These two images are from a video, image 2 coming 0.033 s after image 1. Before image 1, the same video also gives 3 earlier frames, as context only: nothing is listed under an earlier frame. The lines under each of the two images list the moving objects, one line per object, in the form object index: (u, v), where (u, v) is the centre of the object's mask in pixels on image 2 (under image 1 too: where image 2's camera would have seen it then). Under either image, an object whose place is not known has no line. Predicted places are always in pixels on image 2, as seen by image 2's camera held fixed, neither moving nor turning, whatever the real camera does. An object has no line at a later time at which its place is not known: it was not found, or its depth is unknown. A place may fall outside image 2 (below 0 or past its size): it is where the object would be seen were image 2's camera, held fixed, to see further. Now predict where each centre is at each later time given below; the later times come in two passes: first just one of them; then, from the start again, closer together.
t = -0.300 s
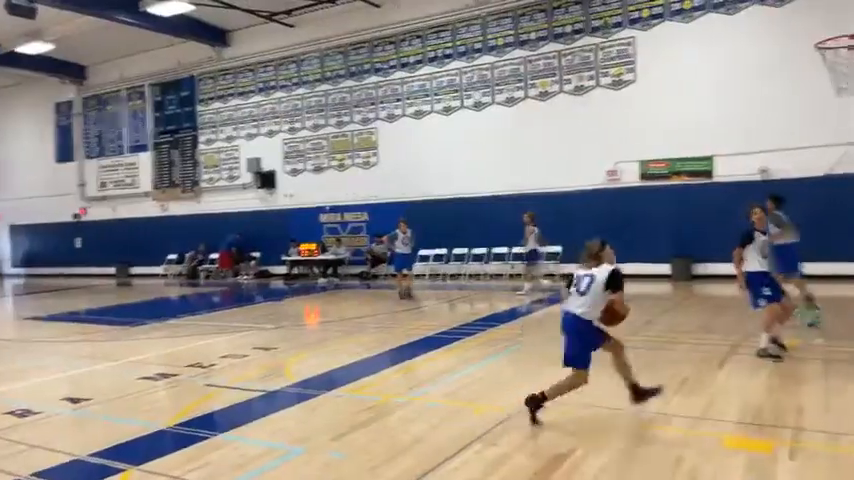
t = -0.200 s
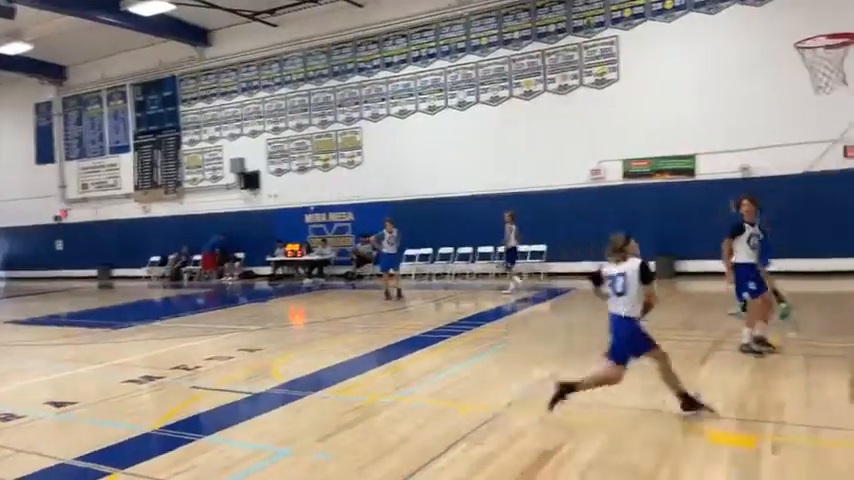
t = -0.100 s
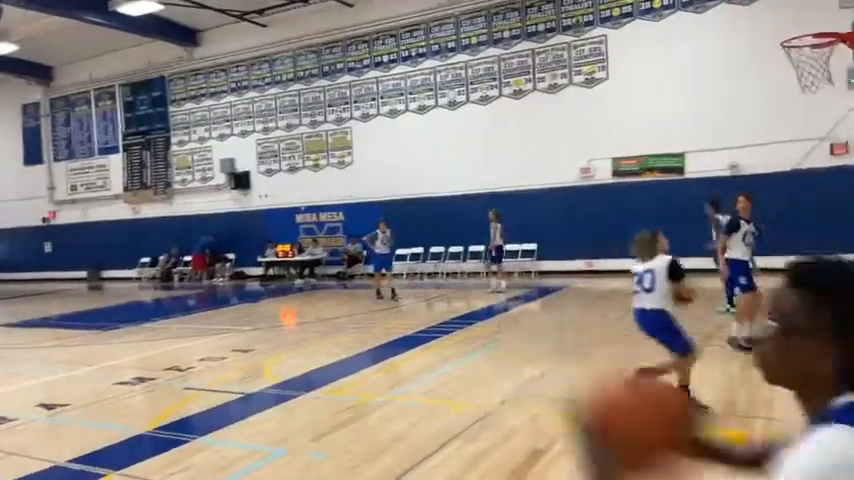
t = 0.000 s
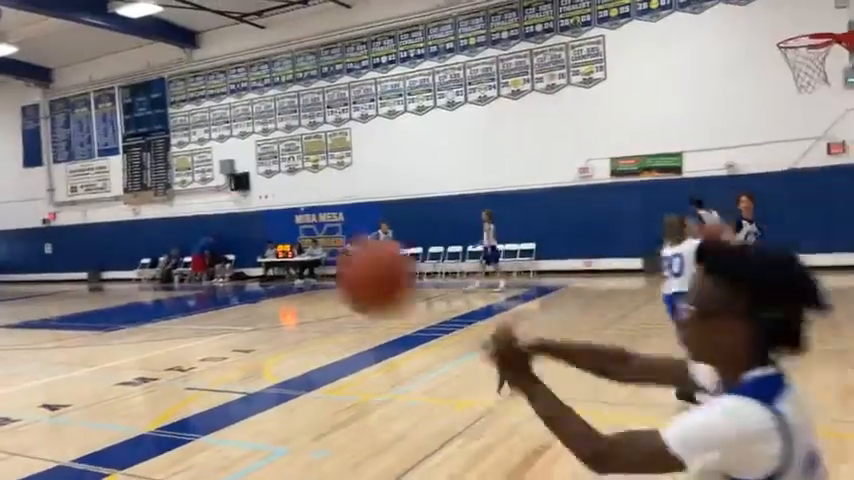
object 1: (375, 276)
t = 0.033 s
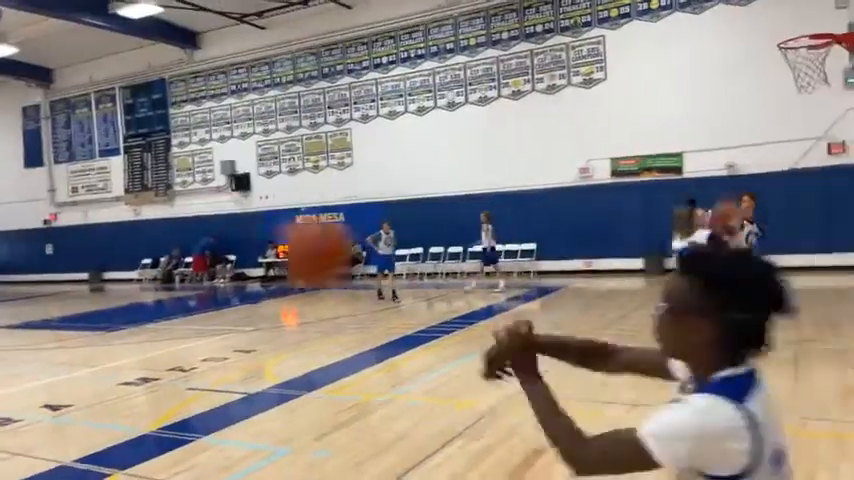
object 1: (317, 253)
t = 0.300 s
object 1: (58, 211)
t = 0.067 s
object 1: (261, 232)
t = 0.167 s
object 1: (149, 205)
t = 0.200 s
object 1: (121, 203)
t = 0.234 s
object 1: (98, 204)
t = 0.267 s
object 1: (77, 206)
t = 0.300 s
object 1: (58, 211)
